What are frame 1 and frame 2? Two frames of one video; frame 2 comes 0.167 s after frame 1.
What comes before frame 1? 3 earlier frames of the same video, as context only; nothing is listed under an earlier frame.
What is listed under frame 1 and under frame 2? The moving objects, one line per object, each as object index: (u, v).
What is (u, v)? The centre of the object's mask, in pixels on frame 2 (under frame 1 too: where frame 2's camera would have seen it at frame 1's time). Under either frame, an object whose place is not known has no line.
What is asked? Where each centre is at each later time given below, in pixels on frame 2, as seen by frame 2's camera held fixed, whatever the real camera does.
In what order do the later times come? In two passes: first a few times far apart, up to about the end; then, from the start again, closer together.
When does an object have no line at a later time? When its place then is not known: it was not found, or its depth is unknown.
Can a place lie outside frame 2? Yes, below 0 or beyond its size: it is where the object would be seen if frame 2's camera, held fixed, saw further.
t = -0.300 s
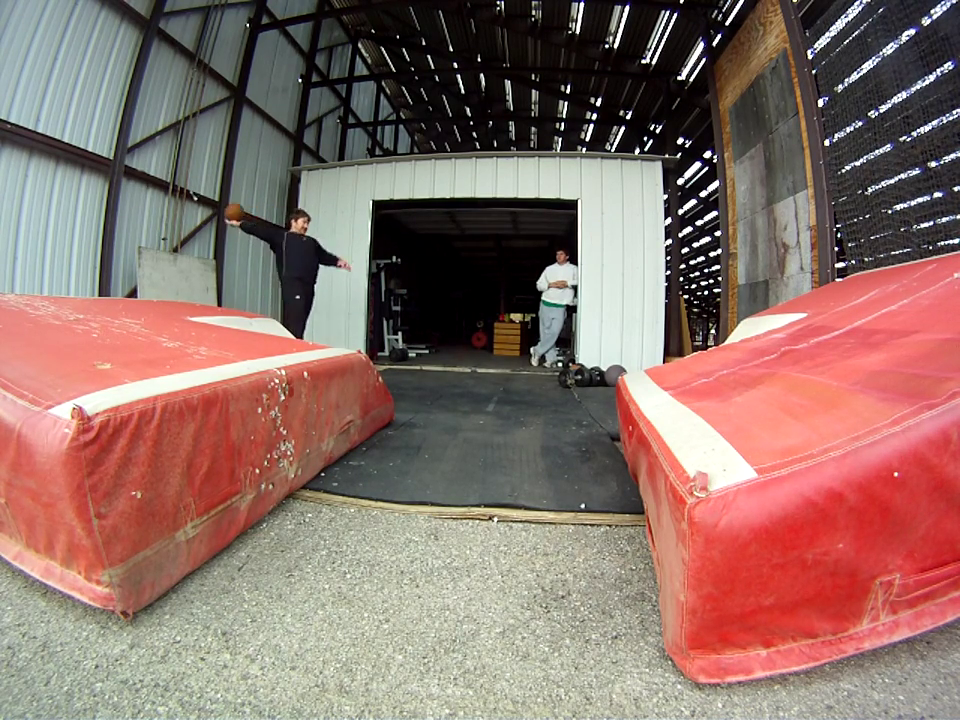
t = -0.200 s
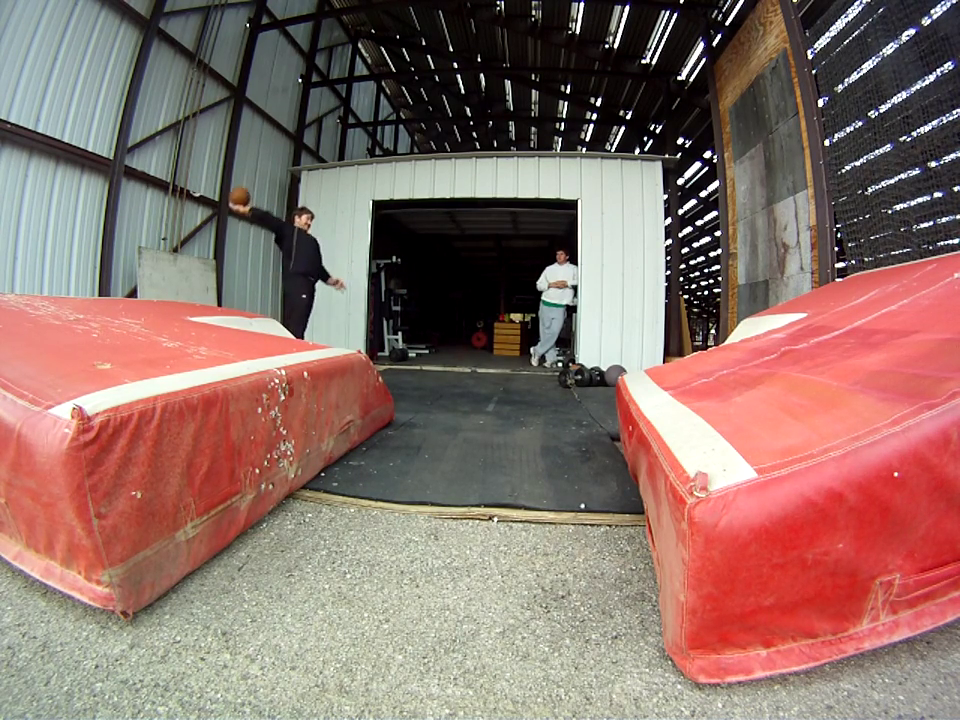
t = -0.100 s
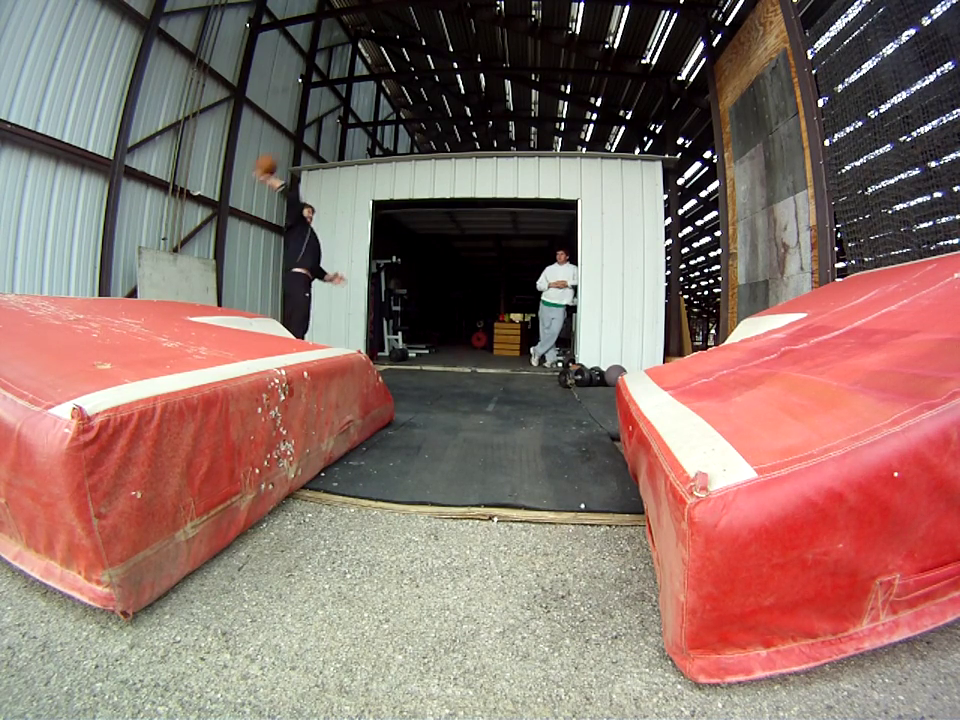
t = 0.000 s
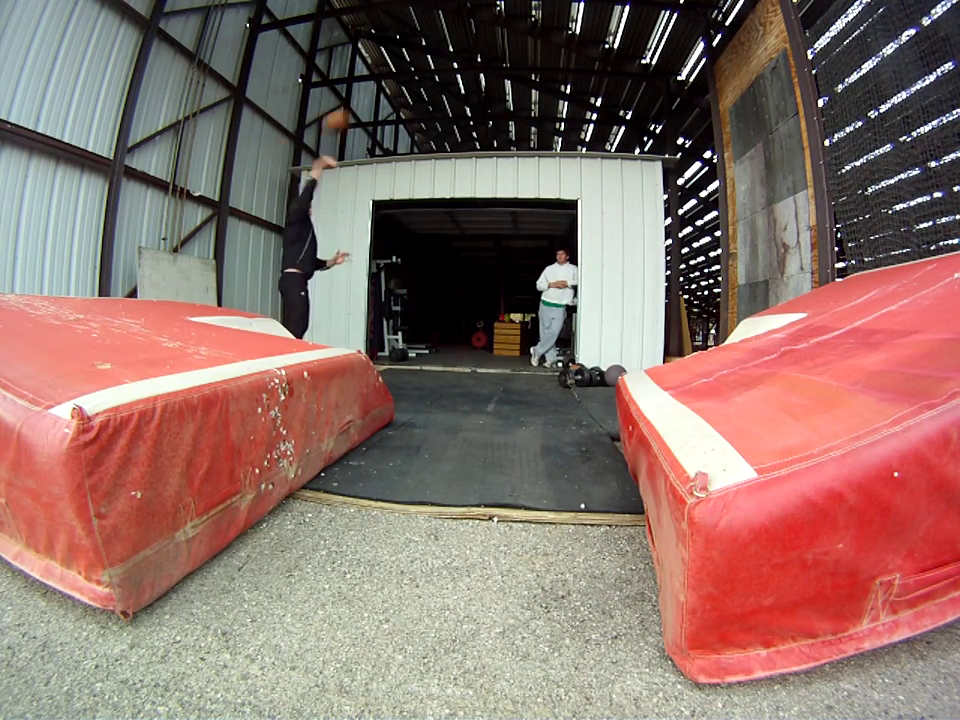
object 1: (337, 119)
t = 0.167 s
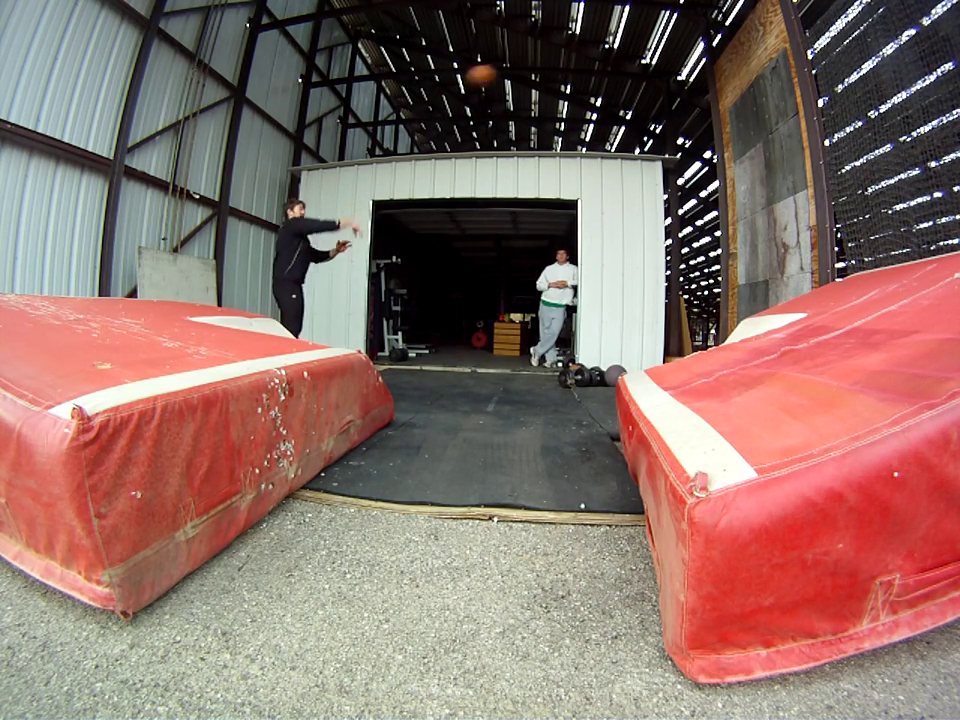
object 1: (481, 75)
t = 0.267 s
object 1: (568, 68)
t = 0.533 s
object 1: (747, 108)
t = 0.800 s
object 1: (661, 158)
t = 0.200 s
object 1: (510, 70)
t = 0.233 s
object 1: (539, 69)
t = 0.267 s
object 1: (568, 68)
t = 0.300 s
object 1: (595, 69)
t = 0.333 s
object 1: (622, 71)
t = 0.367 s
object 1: (648, 75)
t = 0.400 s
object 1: (673, 80)
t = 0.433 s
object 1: (699, 87)
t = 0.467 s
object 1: (722, 94)
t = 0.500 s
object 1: (746, 104)
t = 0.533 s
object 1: (747, 108)
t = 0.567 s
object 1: (739, 111)
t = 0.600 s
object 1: (727, 114)
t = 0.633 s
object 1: (715, 119)
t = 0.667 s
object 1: (704, 124)
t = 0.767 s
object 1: (672, 148)
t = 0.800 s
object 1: (661, 158)
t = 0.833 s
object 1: (649, 171)
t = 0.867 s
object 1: (637, 185)
